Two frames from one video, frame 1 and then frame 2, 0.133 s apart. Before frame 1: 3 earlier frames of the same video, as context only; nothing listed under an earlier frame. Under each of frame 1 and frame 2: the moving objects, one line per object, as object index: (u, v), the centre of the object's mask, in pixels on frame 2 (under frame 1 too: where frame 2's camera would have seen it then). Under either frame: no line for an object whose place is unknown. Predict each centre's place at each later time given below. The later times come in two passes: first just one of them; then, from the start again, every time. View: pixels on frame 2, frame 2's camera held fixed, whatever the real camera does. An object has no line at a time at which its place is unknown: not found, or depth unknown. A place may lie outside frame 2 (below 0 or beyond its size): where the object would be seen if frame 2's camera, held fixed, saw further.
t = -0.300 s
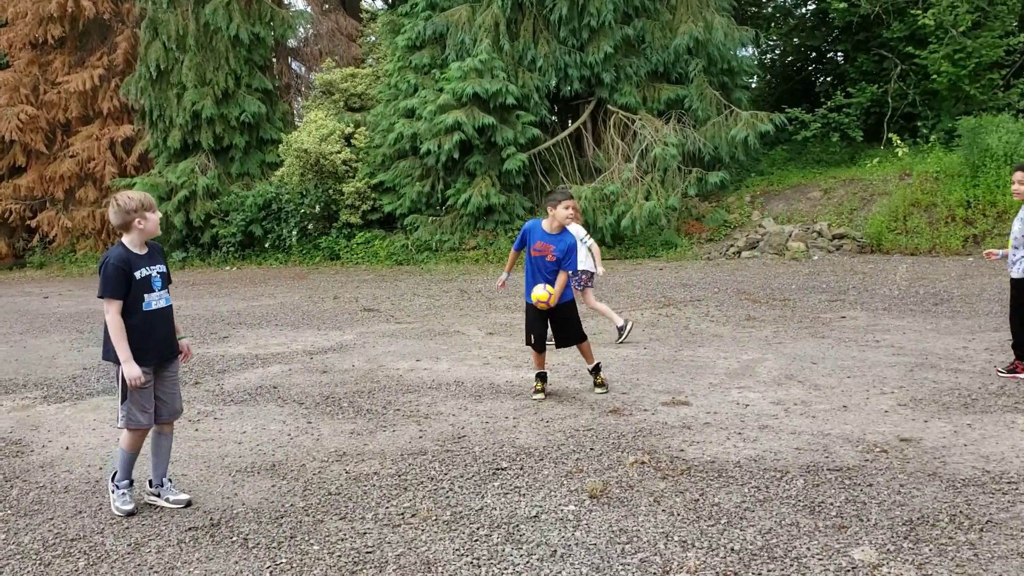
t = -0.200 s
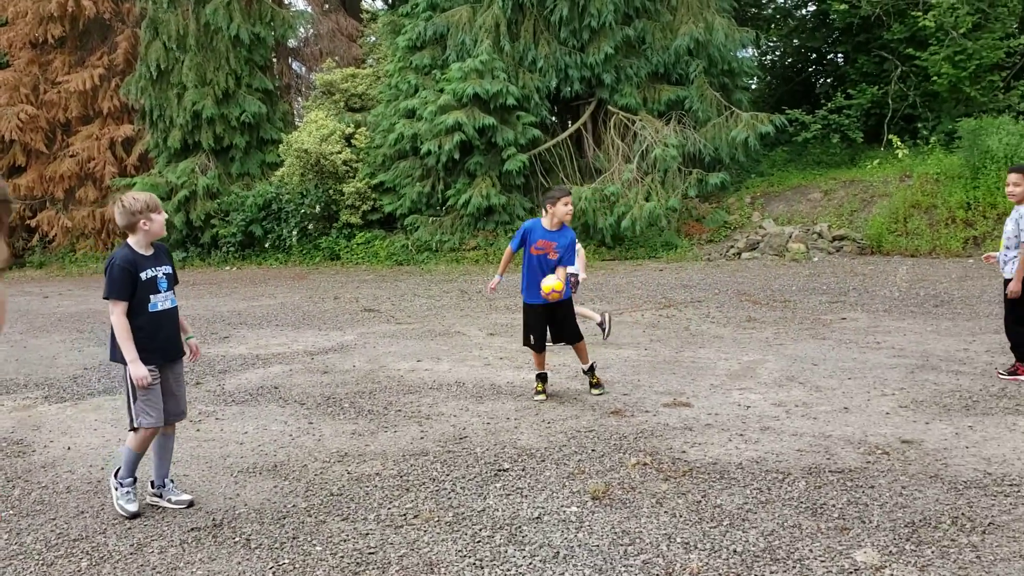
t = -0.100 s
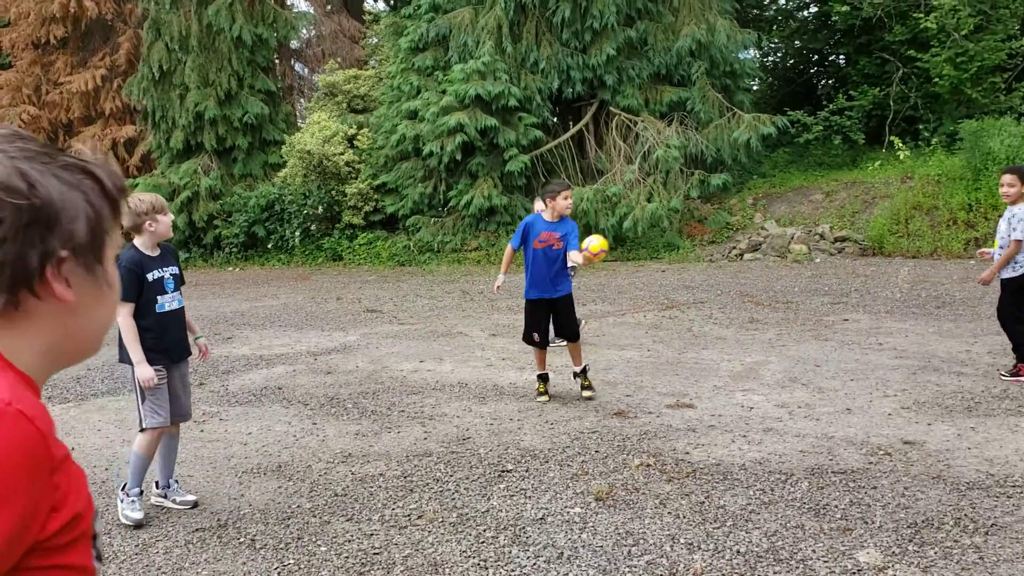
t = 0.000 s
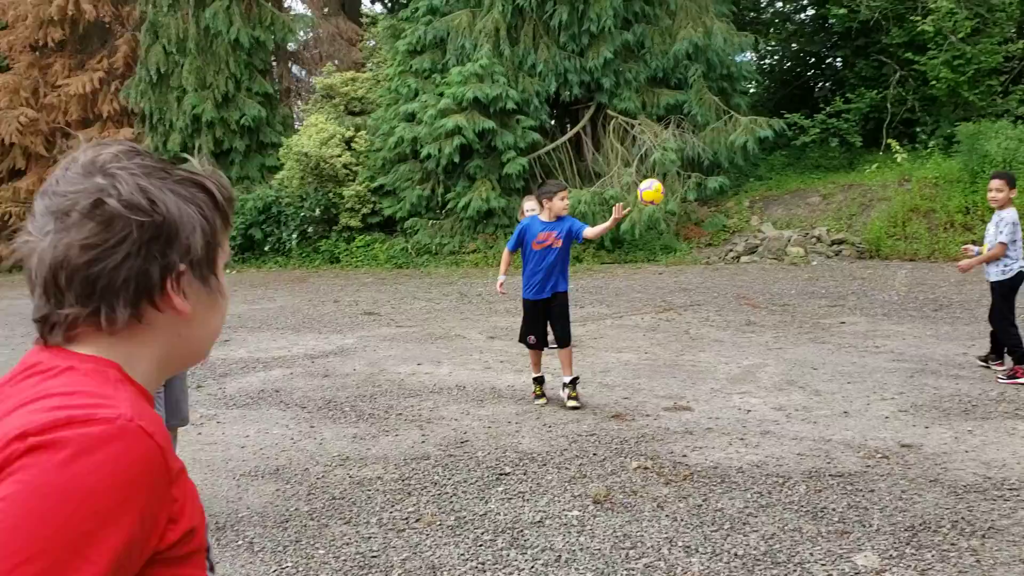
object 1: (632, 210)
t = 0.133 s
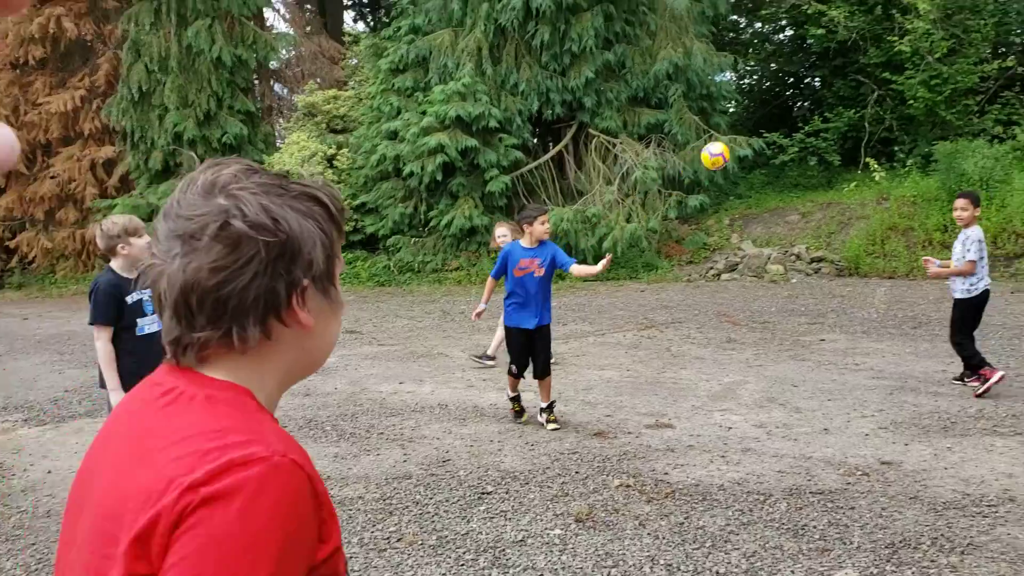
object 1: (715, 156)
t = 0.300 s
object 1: (824, 131)
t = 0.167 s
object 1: (737, 147)
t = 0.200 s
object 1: (758, 140)
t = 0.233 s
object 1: (780, 135)
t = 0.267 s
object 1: (802, 132)
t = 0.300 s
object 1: (824, 131)
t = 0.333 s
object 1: (847, 132)
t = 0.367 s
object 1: (870, 135)
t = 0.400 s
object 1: (893, 141)
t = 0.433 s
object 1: (917, 149)
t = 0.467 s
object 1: (941, 159)
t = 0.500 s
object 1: (965, 172)
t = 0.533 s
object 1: (989, 187)
